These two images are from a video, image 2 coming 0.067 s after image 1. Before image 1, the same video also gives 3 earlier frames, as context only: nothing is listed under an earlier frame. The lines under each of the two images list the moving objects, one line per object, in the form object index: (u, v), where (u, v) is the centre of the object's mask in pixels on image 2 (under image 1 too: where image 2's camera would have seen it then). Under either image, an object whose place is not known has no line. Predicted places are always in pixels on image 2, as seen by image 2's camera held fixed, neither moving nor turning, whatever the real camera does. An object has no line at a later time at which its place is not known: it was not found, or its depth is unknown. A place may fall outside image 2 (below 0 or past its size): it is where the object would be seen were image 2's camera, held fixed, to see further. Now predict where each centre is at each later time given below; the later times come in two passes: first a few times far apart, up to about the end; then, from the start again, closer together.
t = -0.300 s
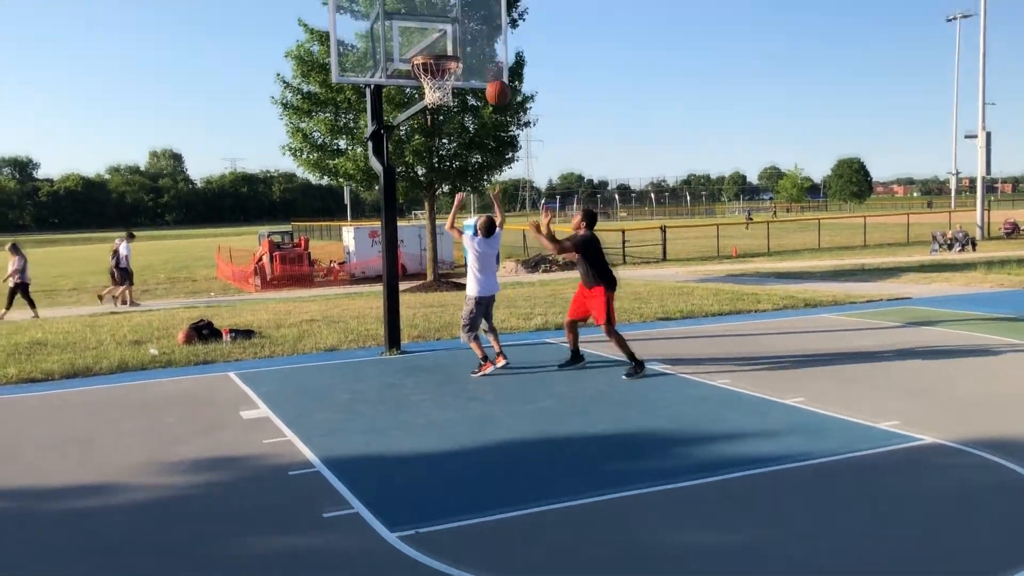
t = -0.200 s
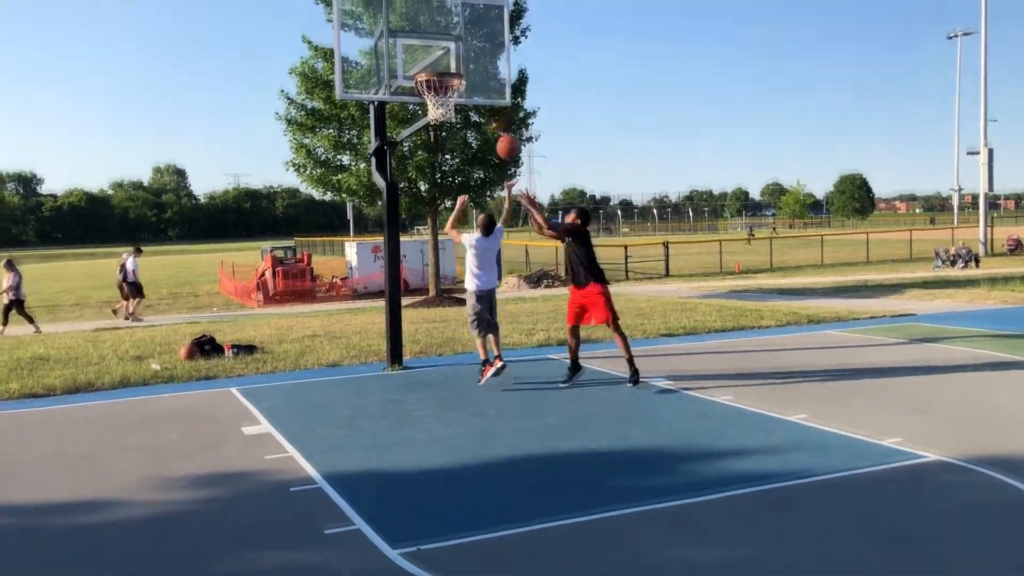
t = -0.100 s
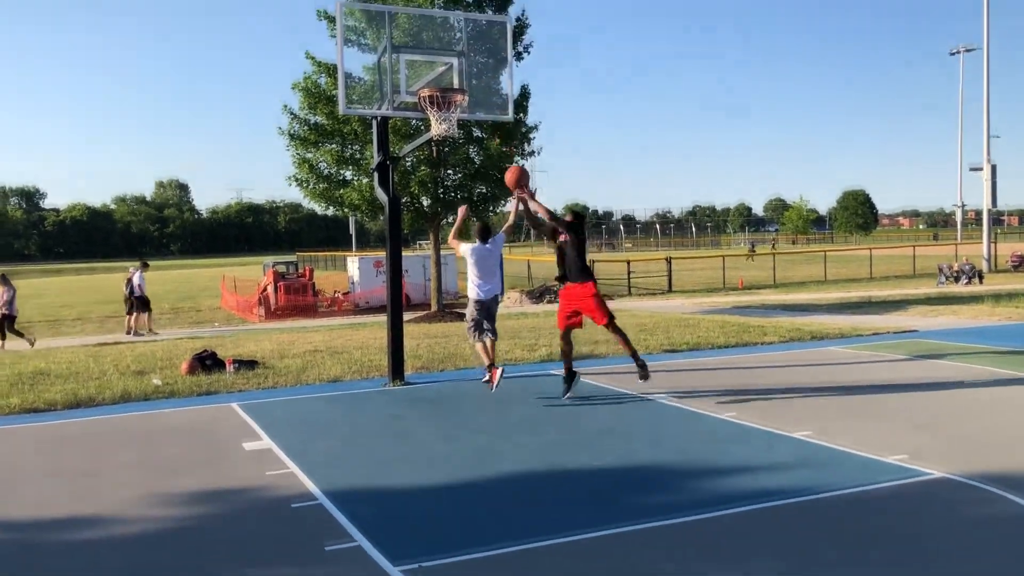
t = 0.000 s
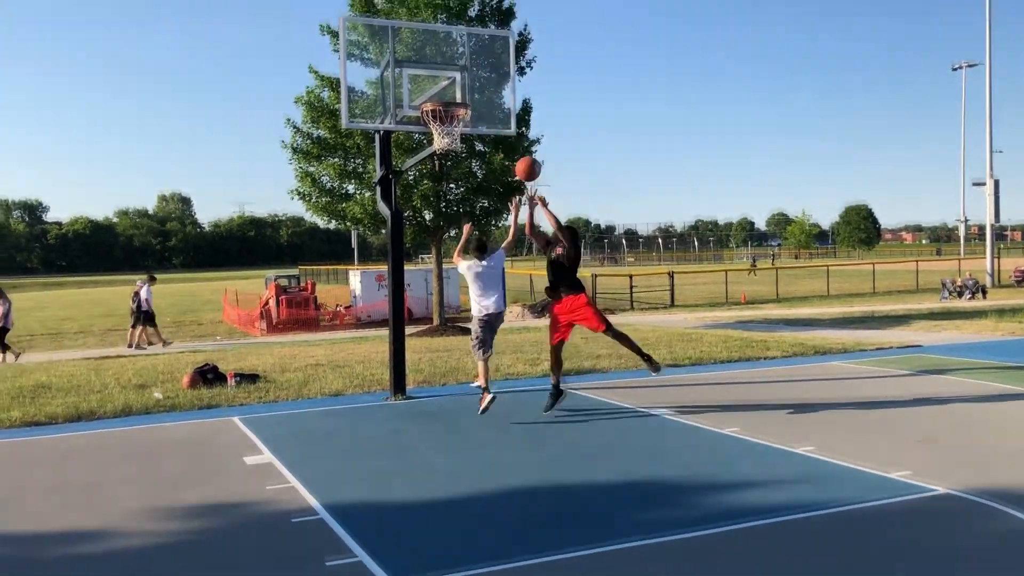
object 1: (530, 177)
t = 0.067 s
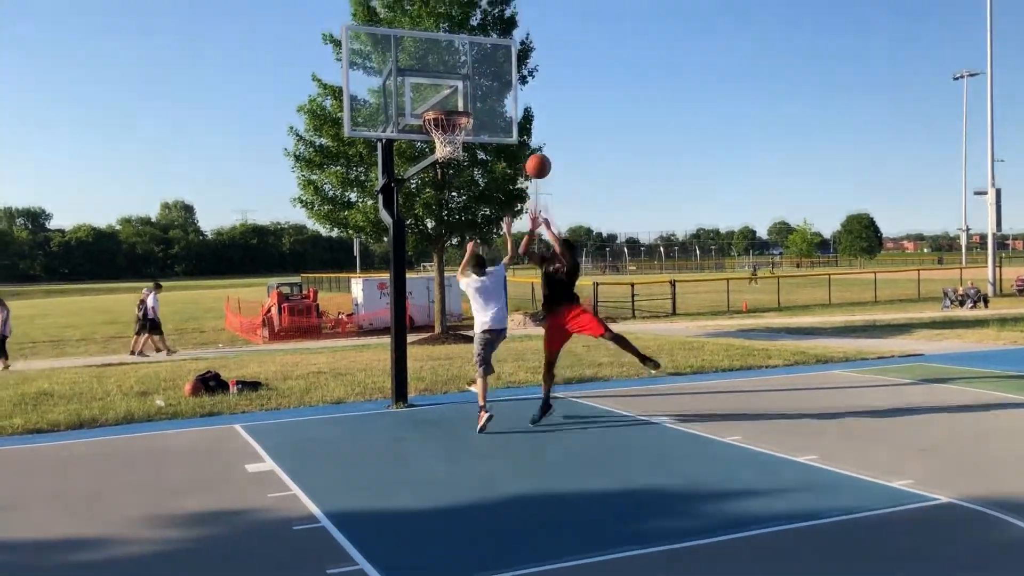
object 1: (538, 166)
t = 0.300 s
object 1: (569, 162)
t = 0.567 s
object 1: (607, 228)
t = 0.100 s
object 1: (542, 162)
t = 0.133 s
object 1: (547, 159)
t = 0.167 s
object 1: (551, 157)
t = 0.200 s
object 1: (555, 156)
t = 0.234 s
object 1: (560, 157)
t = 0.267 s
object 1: (564, 159)
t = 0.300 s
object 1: (569, 162)
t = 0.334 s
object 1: (574, 165)
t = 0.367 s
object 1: (578, 170)
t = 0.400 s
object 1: (583, 177)
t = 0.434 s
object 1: (588, 185)
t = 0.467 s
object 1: (593, 194)
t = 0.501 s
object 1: (597, 204)
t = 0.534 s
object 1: (602, 215)
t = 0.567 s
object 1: (607, 228)
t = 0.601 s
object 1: (611, 241)
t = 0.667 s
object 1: (622, 274)
